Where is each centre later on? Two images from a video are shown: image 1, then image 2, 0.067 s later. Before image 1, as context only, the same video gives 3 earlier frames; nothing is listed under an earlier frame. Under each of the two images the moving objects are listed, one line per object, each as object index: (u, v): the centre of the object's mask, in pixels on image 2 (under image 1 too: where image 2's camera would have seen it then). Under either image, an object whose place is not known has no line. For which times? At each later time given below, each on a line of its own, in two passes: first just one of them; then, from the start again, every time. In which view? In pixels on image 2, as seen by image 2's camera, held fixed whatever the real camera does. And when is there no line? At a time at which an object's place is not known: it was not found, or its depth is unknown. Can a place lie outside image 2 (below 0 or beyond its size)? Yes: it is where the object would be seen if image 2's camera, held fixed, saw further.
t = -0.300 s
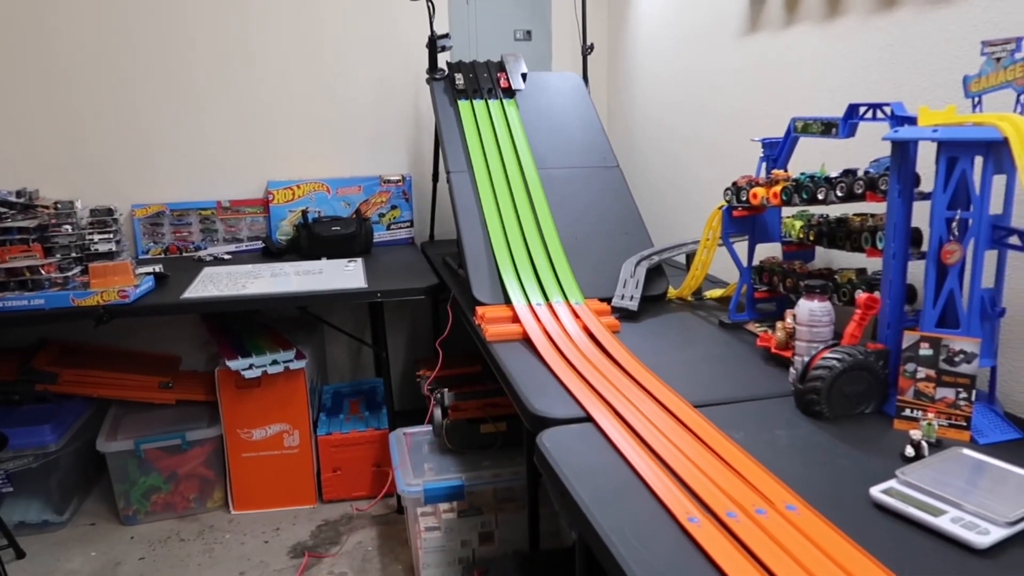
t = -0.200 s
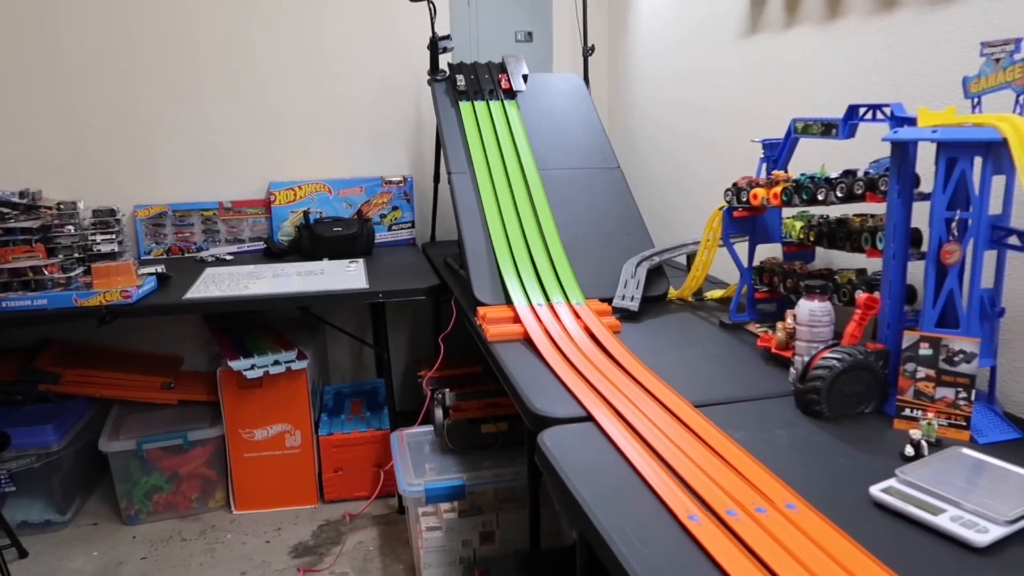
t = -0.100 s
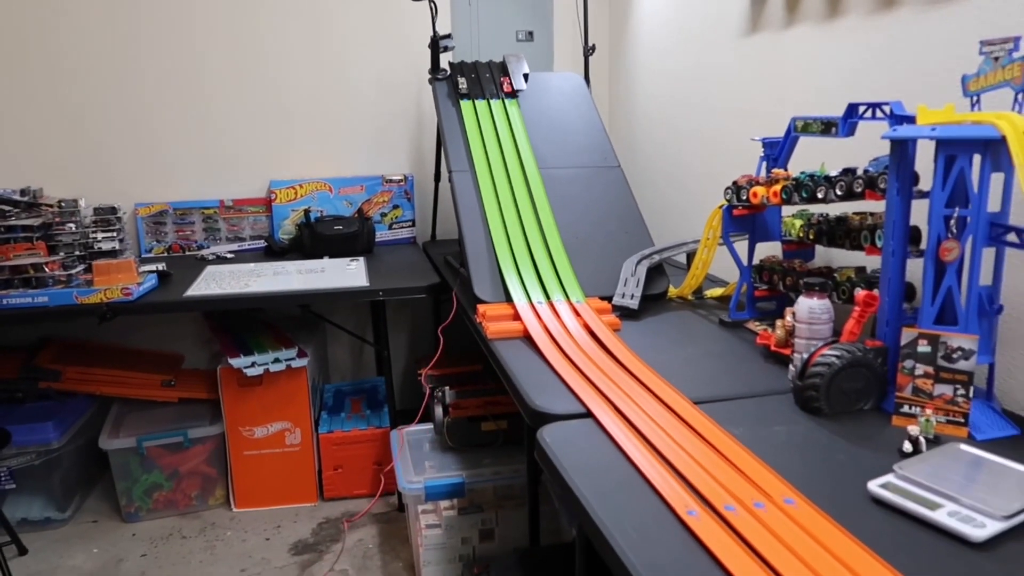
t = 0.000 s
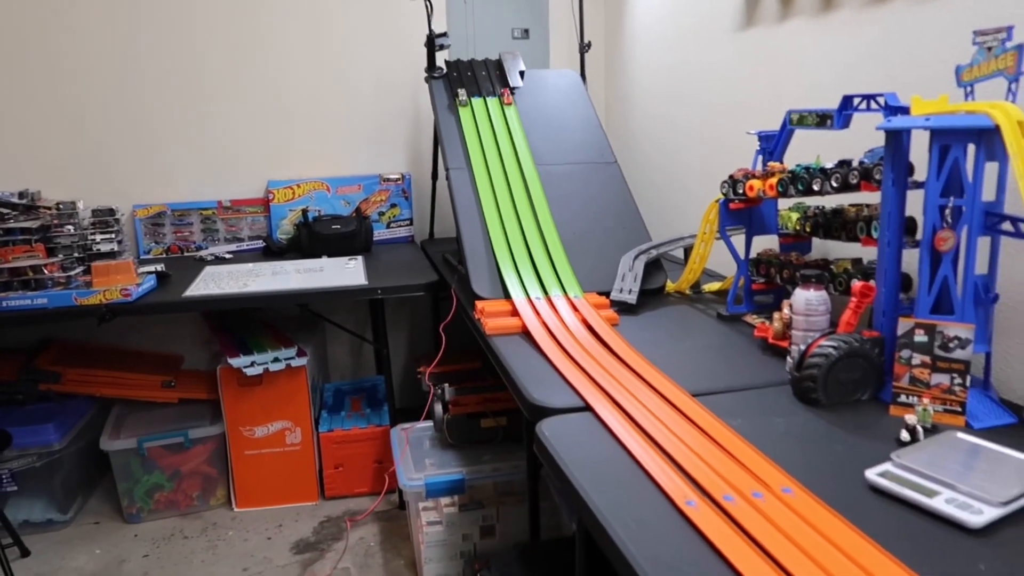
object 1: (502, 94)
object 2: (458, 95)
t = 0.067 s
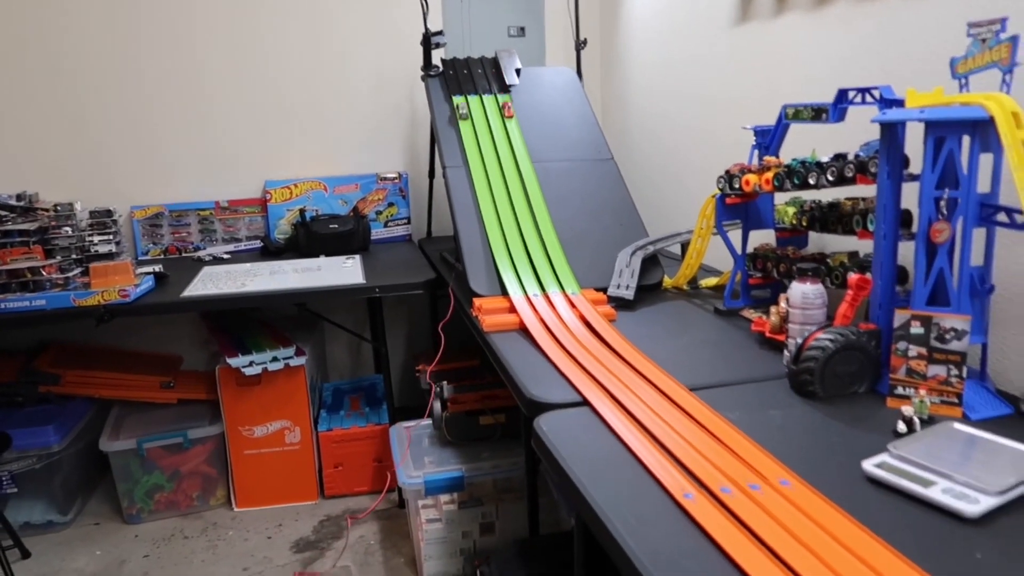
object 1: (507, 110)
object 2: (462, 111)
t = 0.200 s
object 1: (522, 156)
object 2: (475, 158)
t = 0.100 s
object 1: (510, 119)
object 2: (465, 121)
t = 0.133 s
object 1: (513, 130)
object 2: (468, 131)
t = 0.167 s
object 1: (517, 142)
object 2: (471, 144)
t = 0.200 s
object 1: (522, 156)
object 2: (475, 158)
